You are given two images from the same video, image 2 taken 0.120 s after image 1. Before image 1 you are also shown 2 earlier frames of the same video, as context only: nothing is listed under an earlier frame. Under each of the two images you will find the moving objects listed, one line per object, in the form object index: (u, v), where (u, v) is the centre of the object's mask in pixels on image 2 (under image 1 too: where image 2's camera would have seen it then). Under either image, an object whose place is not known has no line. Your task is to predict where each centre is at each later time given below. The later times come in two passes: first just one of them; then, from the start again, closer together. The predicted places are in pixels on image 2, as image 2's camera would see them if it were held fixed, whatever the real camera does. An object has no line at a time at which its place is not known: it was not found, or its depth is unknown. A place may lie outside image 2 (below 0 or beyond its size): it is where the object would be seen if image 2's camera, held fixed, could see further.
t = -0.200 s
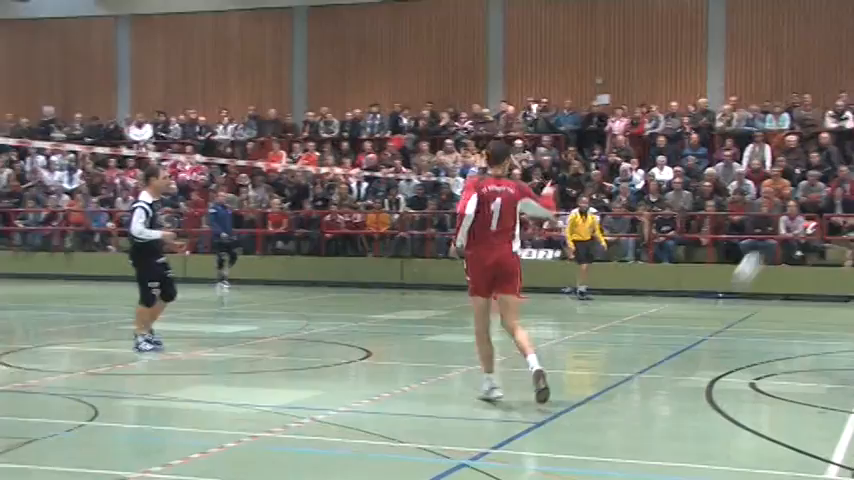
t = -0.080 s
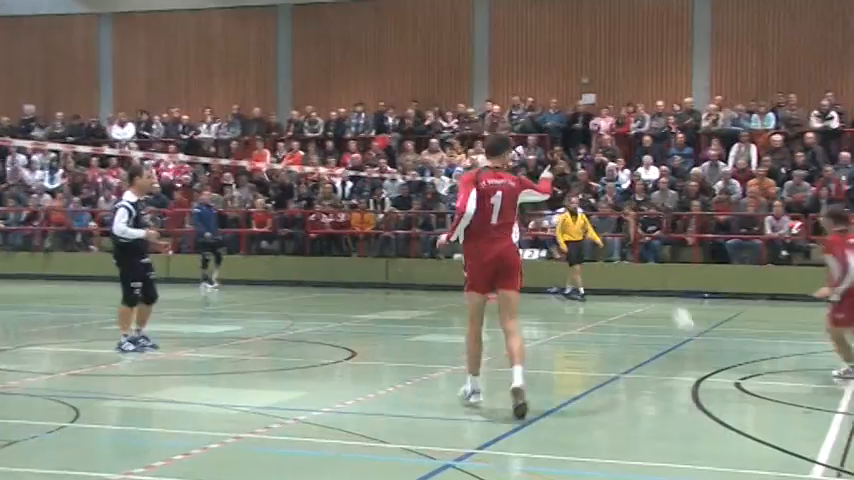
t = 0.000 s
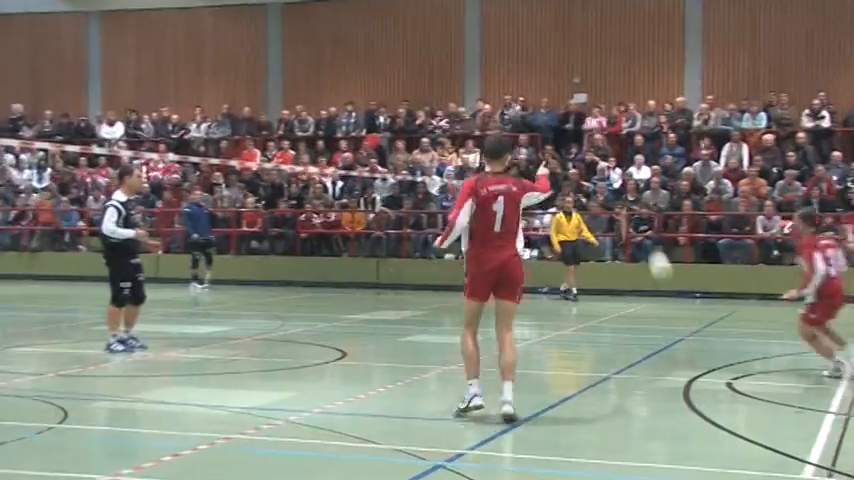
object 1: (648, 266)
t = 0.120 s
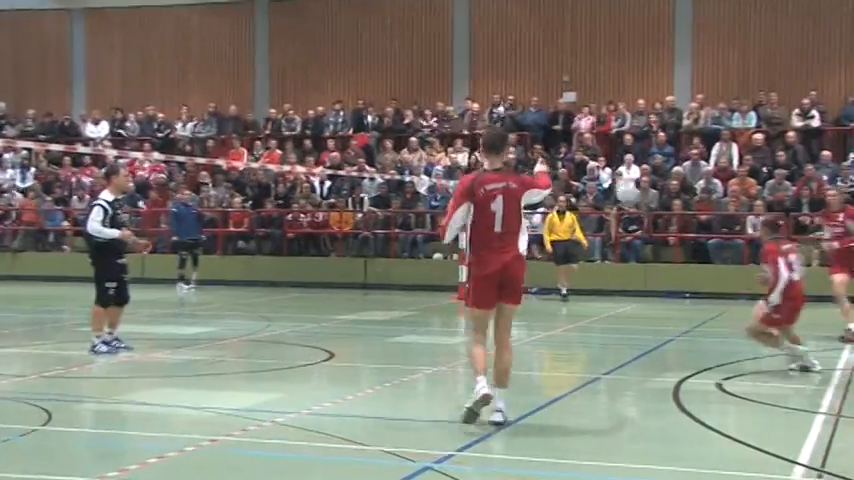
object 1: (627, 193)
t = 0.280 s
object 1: (595, 109)
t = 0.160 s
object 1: (618, 165)
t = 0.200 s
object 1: (610, 148)
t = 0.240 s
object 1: (602, 129)
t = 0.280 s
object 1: (595, 109)
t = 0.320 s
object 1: (587, 94)
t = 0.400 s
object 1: (570, 66)
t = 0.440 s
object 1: (562, 54)
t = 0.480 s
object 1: (554, 43)
